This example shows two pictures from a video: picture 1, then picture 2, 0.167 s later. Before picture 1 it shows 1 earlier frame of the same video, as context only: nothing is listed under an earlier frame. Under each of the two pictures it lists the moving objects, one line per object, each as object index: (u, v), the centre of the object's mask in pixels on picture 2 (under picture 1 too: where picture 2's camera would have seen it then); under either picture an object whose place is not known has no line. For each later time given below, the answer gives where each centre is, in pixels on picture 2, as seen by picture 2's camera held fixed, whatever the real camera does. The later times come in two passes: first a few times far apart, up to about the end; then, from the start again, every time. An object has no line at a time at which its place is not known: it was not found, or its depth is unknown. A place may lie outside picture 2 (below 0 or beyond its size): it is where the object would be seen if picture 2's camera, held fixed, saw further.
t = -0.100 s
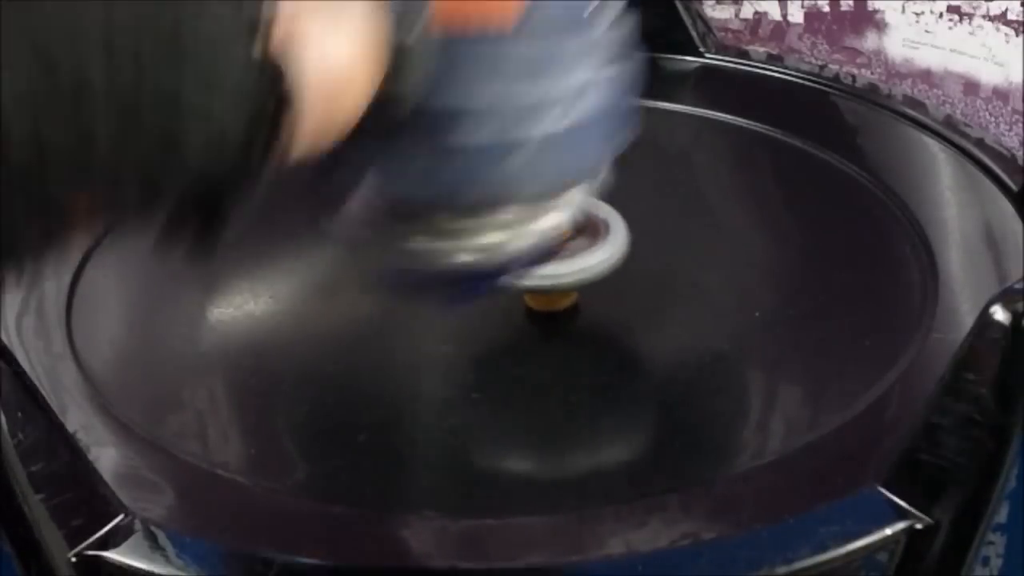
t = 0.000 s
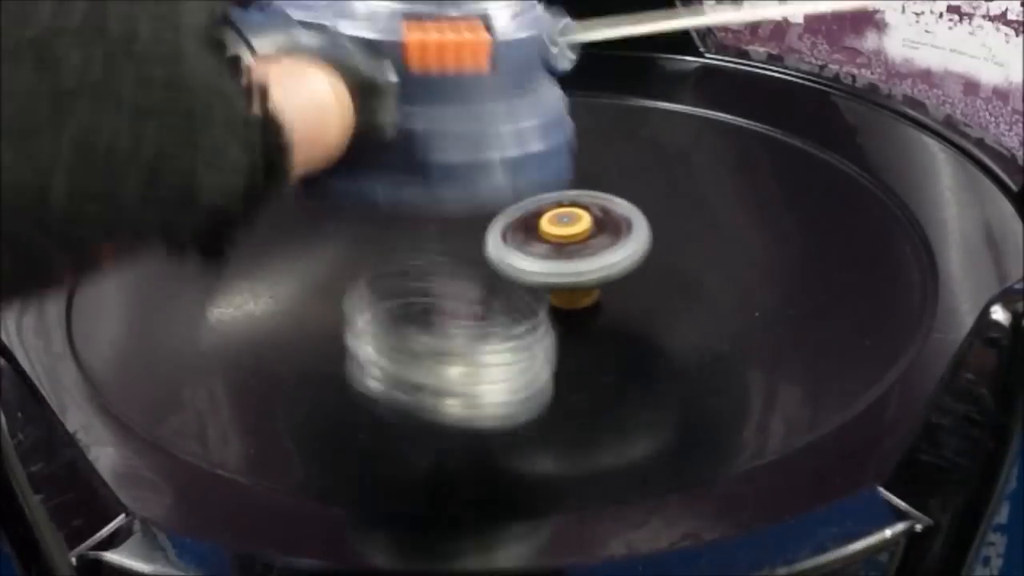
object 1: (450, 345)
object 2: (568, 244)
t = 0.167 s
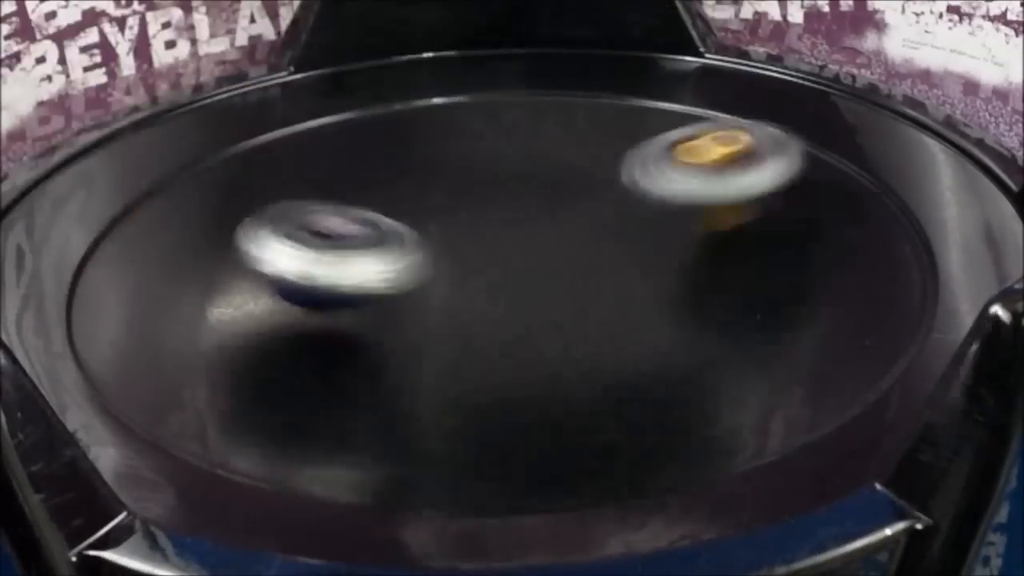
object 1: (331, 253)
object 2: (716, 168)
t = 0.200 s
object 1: (274, 240)
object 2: (772, 131)
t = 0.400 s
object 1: (151, 175)
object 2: (801, 64)
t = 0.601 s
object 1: (211, 196)
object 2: (621, 105)
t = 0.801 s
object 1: (353, 250)
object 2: (452, 173)
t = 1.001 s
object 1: (484, 314)
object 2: (439, 200)
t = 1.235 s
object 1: (662, 333)
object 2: (398, 200)
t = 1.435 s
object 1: (669, 232)
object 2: (388, 251)
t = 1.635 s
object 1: (589, 162)
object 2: (447, 290)
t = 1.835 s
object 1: (505, 156)
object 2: (533, 297)
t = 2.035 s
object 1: (472, 179)
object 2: (585, 285)
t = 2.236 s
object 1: (519, 202)
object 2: (624, 278)
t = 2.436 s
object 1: (565, 203)
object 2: (657, 278)
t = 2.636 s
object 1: (584, 193)
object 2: (671, 283)
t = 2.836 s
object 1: (556, 188)
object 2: (693, 290)
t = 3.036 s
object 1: (475, 191)
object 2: (715, 303)
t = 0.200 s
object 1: (274, 240)
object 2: (772, 131)
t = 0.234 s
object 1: (232, 226)
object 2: (814, 103)
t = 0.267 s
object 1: (198, 207)
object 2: (836, 73)
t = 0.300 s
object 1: (176, 193)
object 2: (850, 60)
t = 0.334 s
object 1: (161, 184)
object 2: (840, 56)
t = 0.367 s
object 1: (153, 179)
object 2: (822, 59)
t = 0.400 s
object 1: (151, 175)
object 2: (801, 64)
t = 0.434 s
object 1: (152, 175)
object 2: (779, 66)
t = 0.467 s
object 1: (158, 177)
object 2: (757, 68)
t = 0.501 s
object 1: (166, 179)
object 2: (729, 74)
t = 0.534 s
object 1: (177, 184)
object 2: (694, 85)
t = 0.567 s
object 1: (192, 189)
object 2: (657, 96)
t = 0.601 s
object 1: (211, 196)
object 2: (621, 105)
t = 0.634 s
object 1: (232, 203)
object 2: (584, 117)
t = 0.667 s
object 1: (256, 210)
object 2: (547, 130)
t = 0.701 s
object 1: (284, 218)
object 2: (511, 143)
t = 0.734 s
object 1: (316, 226)
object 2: (476, 159)
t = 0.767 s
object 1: (344, 234)
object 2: (450, 172)
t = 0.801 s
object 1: (353, 250)
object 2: (452, 173)
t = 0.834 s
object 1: (366, 264)
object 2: (455, 177)
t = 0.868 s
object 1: (385, 276)
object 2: (456, 184)
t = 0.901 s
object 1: (407, 286)
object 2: (454, 192)
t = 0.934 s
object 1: (431, 293)
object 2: (449, 199)
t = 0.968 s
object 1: (458, 297)
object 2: (444, 206)
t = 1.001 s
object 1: (484, 314)
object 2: (439, 200)
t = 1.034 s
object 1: (516, 334)
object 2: (436, 190)
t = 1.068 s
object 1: (547, 346)
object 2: (432, 181)
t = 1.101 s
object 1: (577, 353)
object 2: (428, 177)
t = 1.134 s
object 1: (604, 355)
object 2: (422, 178)
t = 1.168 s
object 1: (627, 352)
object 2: (414, 184)
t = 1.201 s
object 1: (648, 345)
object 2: (406, 191)
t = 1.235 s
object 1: (662, 333)
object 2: (398, 200)
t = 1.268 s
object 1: (673, 318)
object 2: (392, 209)
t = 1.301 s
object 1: (681, 300)
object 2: (387, 217)
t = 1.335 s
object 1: (683, 283)
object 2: (385, 225)
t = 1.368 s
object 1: (683, 265)
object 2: (384, 233)
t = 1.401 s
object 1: (677, 246)
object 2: (385, 242)
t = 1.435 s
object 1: (669, 232)
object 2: (388, 251)
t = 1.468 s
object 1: (659, 216)
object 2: (394, 259)
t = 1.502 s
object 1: (647, 202)
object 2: (401, 266)
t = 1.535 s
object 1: (634, 189)
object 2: (411, 273)
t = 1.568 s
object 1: (620, 178)
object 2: (422, 280)
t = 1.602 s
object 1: (604, 169)
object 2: (433, 285)
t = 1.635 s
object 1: (589, 162)
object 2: (447, 290)
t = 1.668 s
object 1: (574, 157)
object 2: (461, 294)
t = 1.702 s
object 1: (557, 154)
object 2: (476, 296)
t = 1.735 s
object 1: (543, 154)
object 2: (492, 298)
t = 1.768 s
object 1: (530, 154)
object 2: (506, 299)
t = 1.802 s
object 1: (517, 155)
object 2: (520, 298)
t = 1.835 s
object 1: (505, 156)
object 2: (533, 297)
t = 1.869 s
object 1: (495, 158)
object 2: (545, 296)
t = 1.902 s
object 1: (486, 162)
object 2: (555, 294)
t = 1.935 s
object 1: (479, 165)
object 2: (564, 292)
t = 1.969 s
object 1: (474, 170)
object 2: (571, 290)
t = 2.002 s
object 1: (472, 174)
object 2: (578, 288)
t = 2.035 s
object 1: (472, 179)
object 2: (585, 285)
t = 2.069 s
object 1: (476, 185)
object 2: (591, 282)
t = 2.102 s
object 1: (483, 191)
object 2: (596, 279)
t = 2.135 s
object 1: (492, 196)
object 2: (600, 276)
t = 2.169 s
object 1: (501, 200)
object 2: (604, 274)
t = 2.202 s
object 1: (512, 202)
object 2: (609, 271)
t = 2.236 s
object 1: (519, 202)
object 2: (624, 278)
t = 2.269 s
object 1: (524, 201)
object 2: (636, 285)
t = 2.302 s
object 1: (530, 200)
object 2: (645, 287)
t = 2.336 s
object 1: (538, 201)
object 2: (651, 286)
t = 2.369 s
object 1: (547, 202)
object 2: (654, 284)
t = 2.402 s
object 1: (556, 203)
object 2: (656, 281)
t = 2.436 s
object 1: (565, 203)
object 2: (657, 278)
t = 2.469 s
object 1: (574, 203)
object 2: (658, 276)
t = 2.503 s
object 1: (580, 200)
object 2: (666, 283)
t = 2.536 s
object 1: (582, 197)
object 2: (669, 286)
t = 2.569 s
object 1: (582, 195)
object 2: (670, 287)
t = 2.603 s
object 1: (583, 193)
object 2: (671, 285)
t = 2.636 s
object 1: (584, 193)
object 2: (671, 283)
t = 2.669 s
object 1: (583, 194)
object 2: (671, 281)
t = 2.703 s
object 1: (582, 195)
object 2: (671, 278)
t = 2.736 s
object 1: (581, 197)
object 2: (670, 275)
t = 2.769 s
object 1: (578, 199)
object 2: (668, 272)
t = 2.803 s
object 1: (573, 200)
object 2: (673, 275)
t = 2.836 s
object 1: (556, 188)
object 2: (693, 290)
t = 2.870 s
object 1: (538, 179)
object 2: (706, 301)
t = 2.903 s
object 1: (522, 173)
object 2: (714, 306)
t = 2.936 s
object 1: (508, 172)
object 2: (717, 308)
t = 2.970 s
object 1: (495, 174)
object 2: (718, 308)
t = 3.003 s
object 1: (484, 181)
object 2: (717, 306)
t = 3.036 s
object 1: (475, 191)
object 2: (715, 303)
